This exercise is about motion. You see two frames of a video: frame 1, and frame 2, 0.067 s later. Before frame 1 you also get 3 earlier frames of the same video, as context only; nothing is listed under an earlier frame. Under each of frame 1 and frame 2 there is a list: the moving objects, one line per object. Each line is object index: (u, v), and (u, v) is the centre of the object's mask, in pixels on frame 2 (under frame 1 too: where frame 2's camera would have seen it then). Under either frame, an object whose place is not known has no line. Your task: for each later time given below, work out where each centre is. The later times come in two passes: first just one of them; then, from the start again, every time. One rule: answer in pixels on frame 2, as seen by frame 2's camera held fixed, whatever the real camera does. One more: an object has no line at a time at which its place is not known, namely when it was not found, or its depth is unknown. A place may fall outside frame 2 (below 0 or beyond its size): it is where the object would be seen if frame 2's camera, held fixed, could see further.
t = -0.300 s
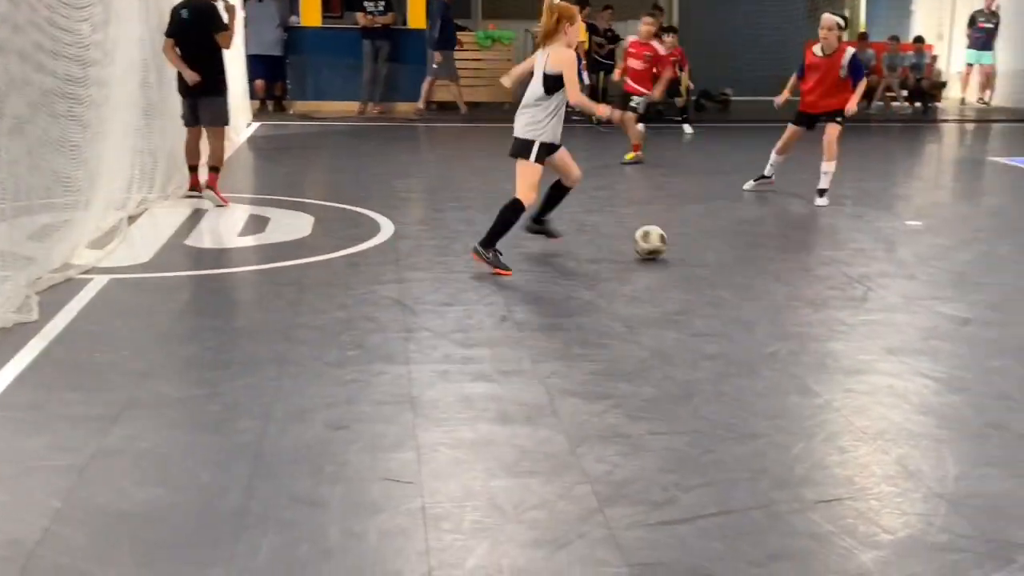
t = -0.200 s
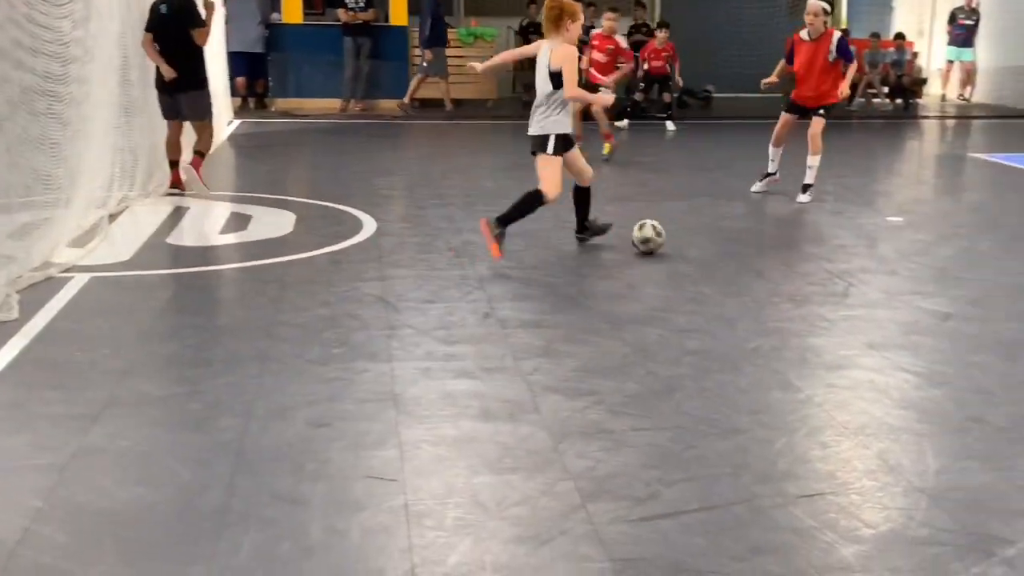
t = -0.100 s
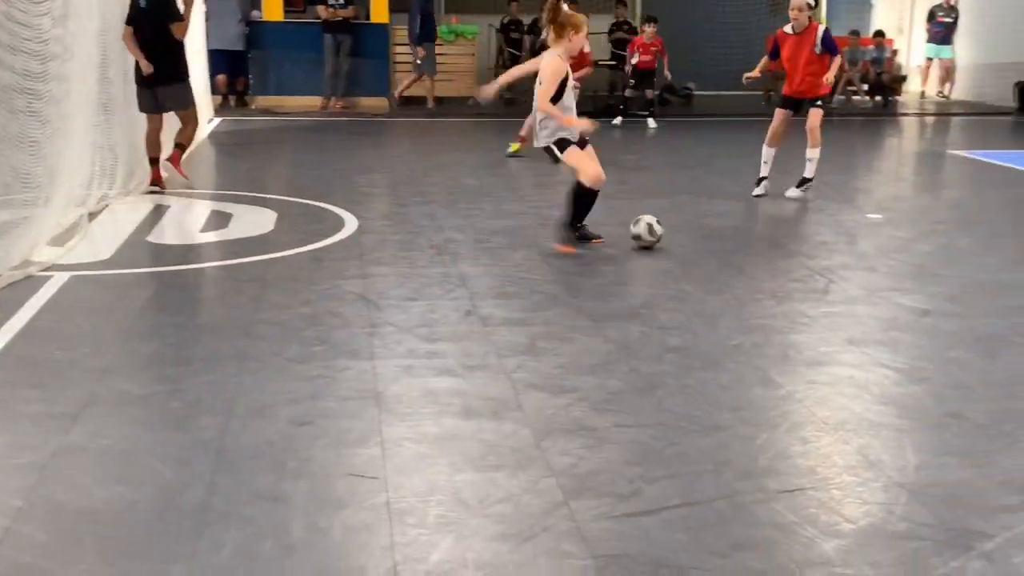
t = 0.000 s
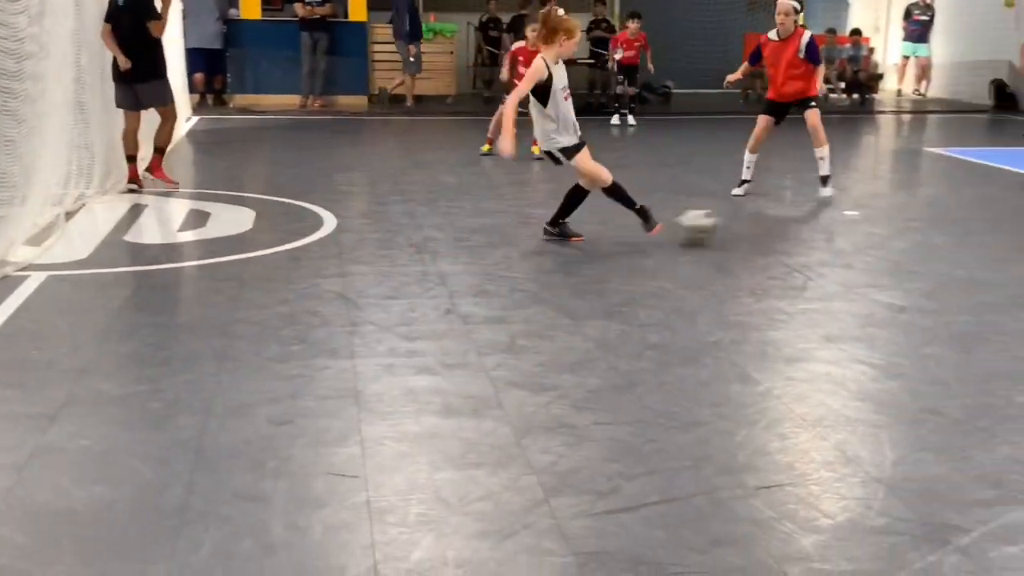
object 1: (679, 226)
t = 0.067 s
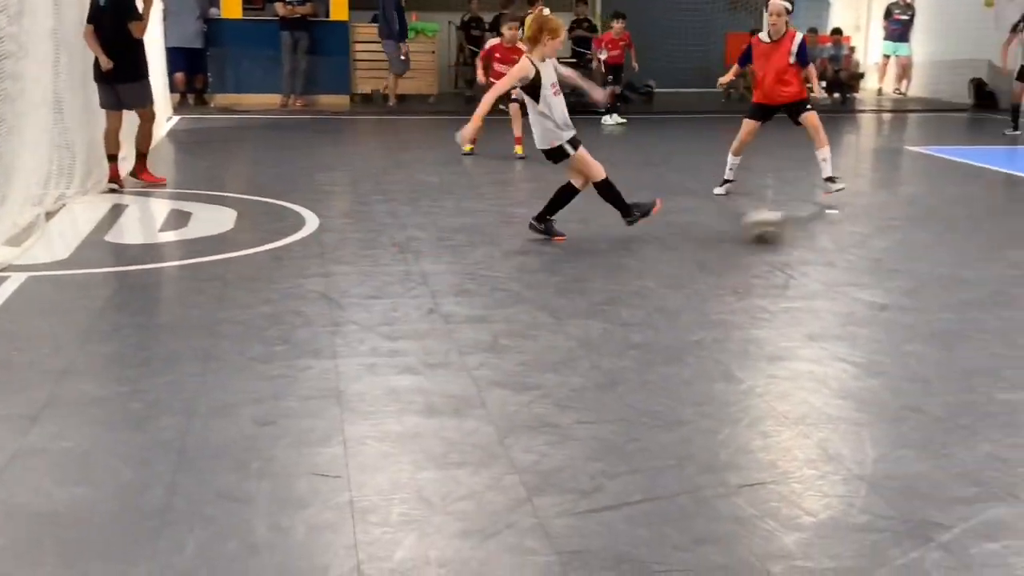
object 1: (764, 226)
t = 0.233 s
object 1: (954, 223)
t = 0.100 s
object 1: (803, 222)
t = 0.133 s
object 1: (845, 221)
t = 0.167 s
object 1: (881, 224)
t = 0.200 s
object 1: (916, 223)
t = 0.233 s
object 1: (954, 223)
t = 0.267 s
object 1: (989, 222)
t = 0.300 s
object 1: (1022, 222)
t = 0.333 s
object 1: (1055, 222)
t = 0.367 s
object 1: (1086, 221)
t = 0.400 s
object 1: (1116, 220)
